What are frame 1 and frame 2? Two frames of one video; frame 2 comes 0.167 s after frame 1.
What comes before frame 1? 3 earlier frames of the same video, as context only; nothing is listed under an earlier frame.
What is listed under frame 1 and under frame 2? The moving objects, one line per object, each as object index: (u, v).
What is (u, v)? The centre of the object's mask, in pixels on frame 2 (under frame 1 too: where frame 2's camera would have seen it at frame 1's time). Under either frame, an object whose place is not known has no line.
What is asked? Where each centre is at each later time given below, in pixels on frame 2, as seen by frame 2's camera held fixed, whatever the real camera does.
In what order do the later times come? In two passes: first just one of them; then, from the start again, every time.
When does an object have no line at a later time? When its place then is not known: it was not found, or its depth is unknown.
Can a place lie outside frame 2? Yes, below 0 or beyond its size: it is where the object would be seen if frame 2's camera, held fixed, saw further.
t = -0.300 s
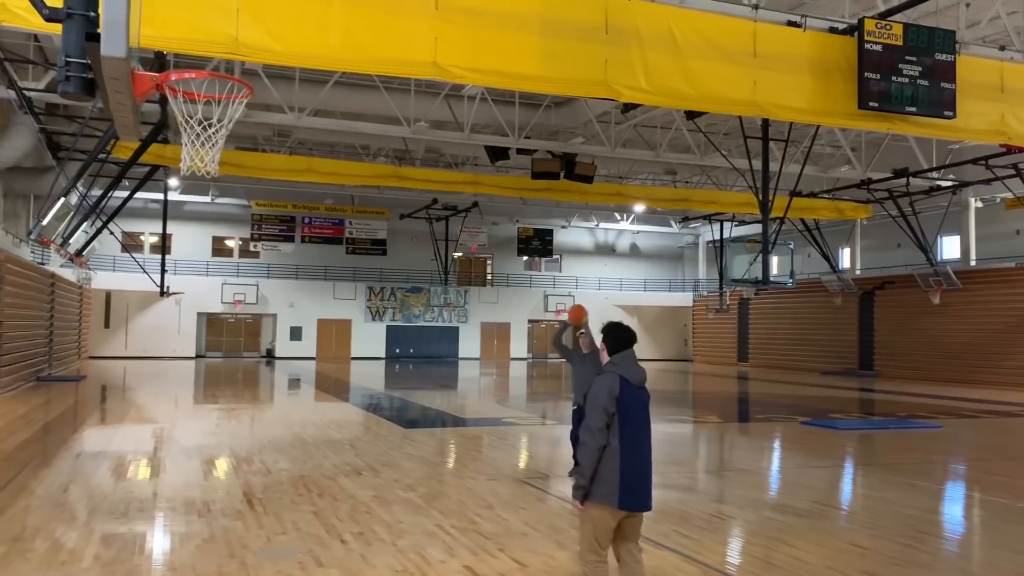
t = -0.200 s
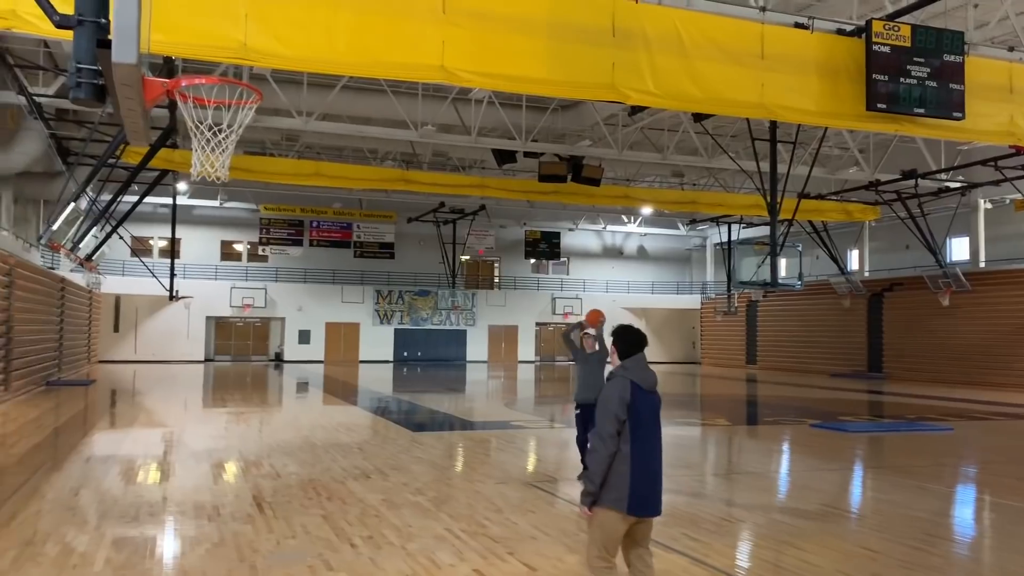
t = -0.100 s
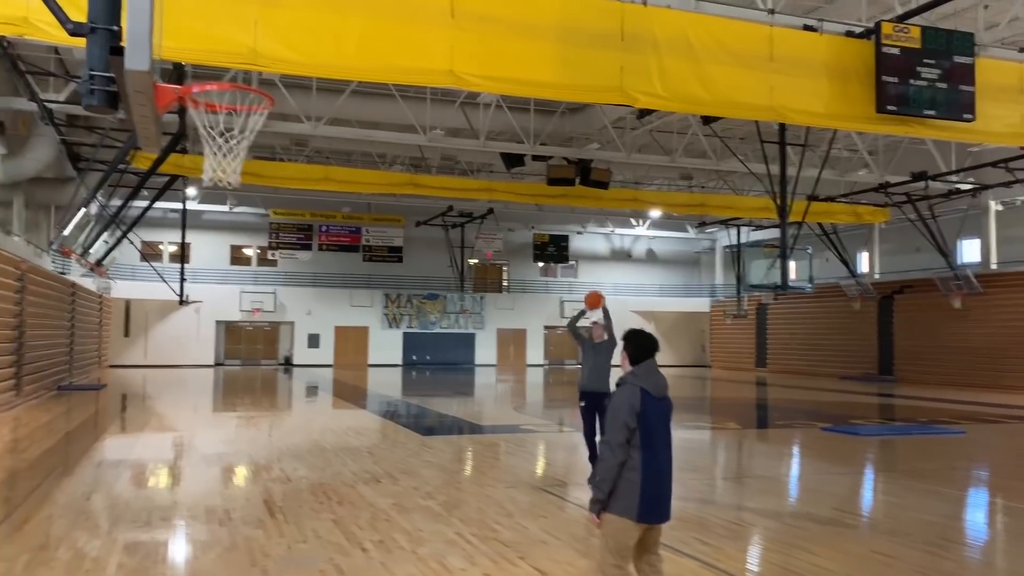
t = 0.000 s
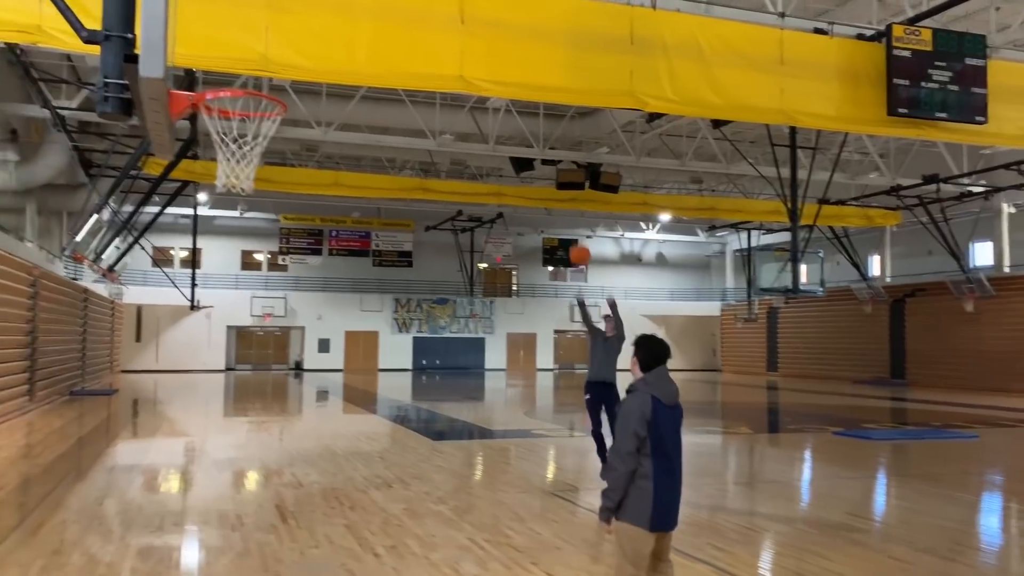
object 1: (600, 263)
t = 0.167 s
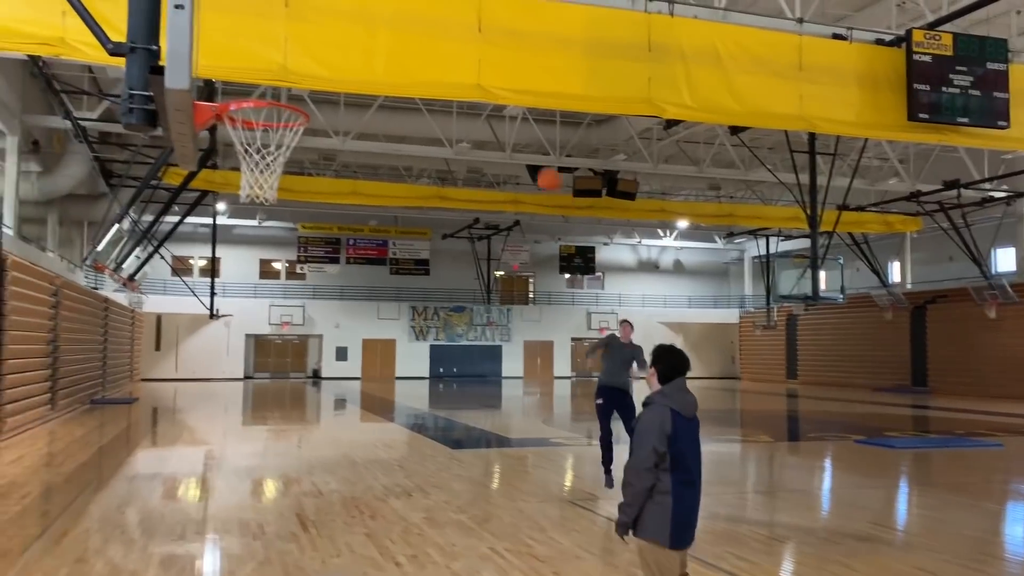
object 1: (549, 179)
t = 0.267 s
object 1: (516, 136)
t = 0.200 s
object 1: (539, 166)
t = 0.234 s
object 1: (527, 149)
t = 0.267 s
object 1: (516, 136)
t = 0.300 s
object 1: (504, 122)
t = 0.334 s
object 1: (489, 107)
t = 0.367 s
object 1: (476, 94)
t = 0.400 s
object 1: (461, 81)
